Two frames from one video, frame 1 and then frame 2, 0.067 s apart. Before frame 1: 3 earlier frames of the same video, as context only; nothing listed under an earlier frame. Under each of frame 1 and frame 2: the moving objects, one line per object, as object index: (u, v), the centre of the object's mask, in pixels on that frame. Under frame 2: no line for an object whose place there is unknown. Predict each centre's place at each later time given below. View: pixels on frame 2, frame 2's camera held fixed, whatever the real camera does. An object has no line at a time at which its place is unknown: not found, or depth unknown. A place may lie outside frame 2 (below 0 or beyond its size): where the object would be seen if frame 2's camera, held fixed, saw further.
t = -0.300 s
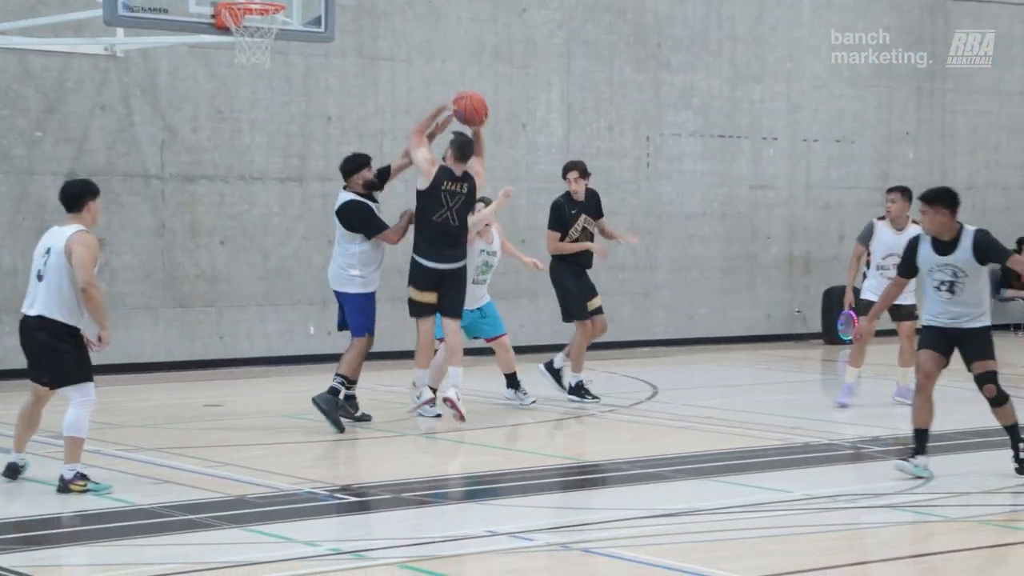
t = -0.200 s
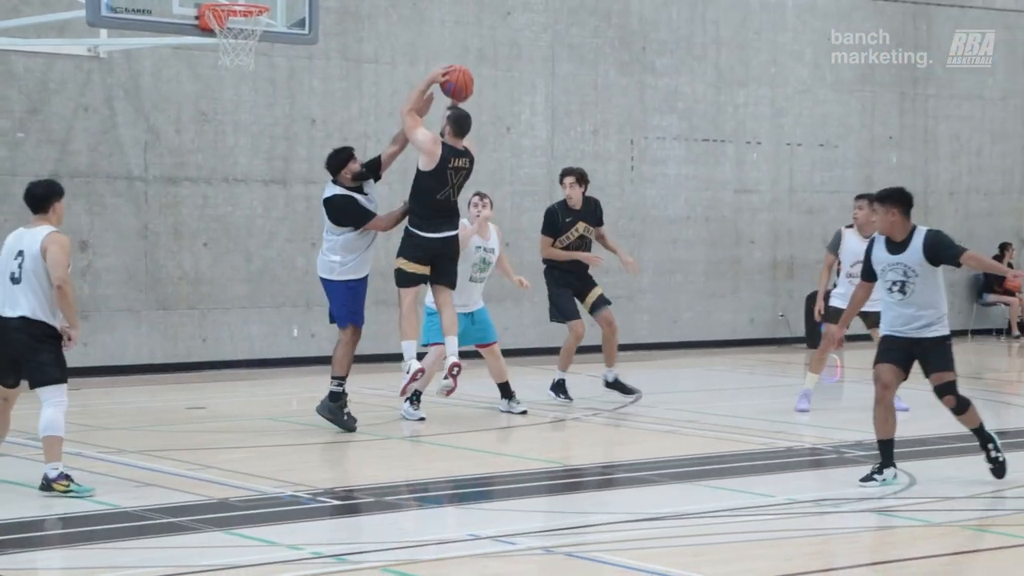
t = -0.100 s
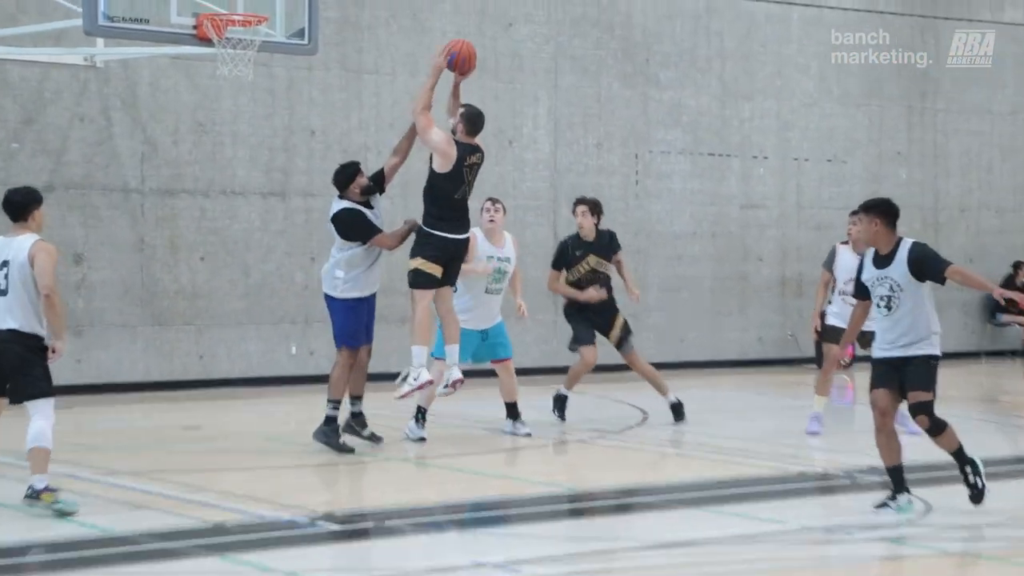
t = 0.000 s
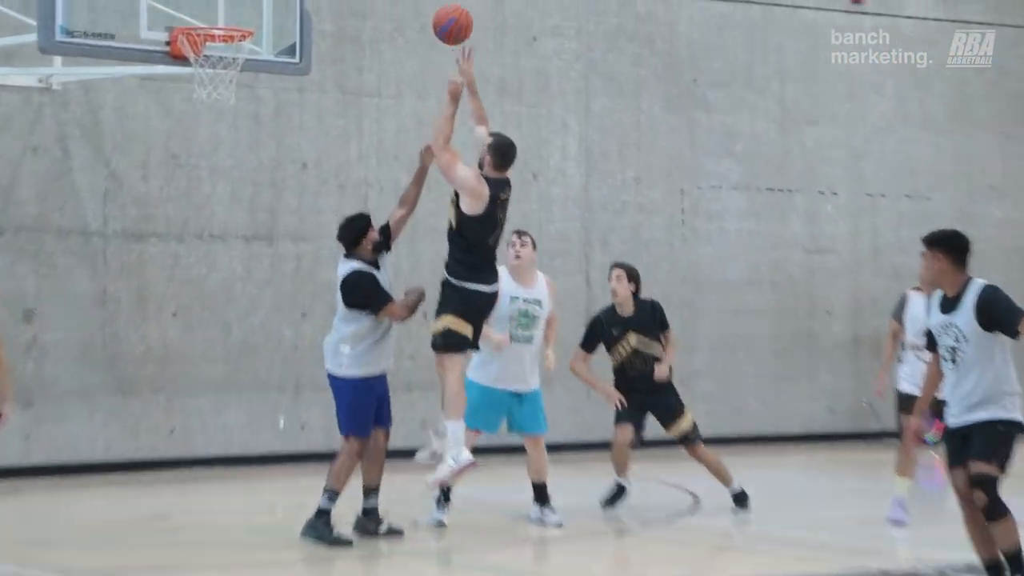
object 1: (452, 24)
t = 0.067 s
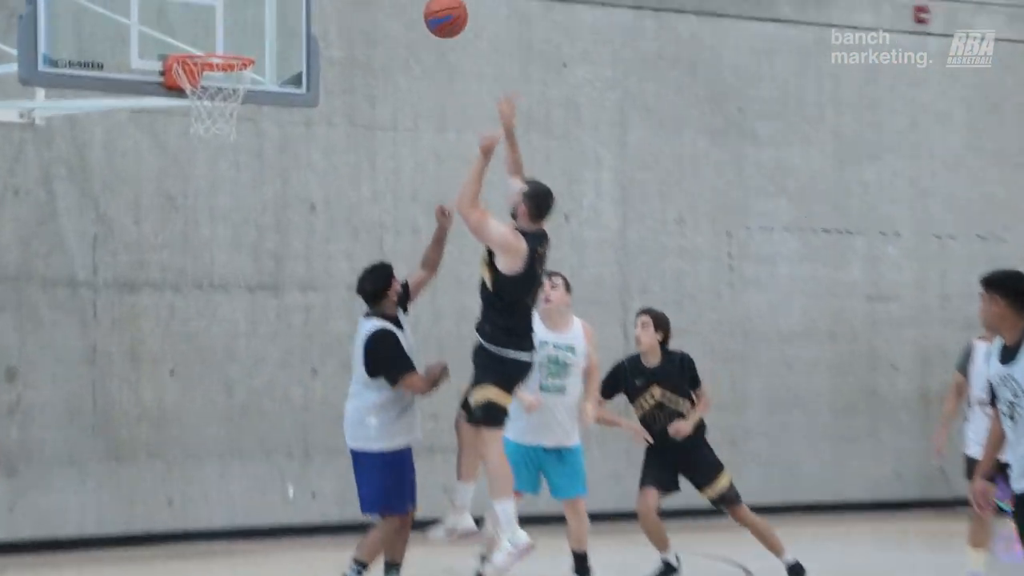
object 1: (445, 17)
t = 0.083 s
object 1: (438, 10)
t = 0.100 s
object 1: (431, 3)
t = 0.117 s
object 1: (424, -5)
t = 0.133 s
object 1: (417, -11)
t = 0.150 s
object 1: (410, -17)
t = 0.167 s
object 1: (403, -21)
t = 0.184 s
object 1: (396, -26)
